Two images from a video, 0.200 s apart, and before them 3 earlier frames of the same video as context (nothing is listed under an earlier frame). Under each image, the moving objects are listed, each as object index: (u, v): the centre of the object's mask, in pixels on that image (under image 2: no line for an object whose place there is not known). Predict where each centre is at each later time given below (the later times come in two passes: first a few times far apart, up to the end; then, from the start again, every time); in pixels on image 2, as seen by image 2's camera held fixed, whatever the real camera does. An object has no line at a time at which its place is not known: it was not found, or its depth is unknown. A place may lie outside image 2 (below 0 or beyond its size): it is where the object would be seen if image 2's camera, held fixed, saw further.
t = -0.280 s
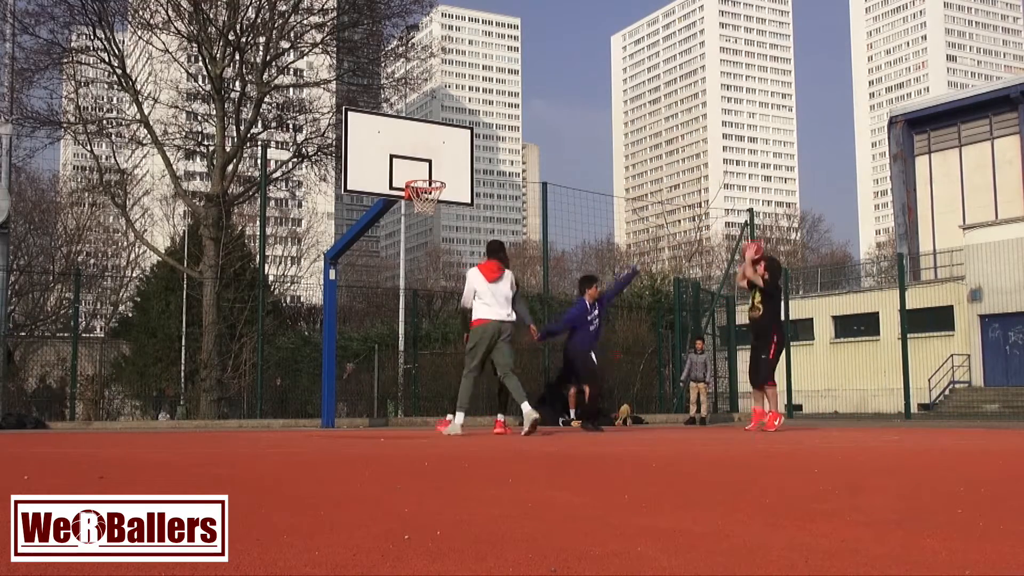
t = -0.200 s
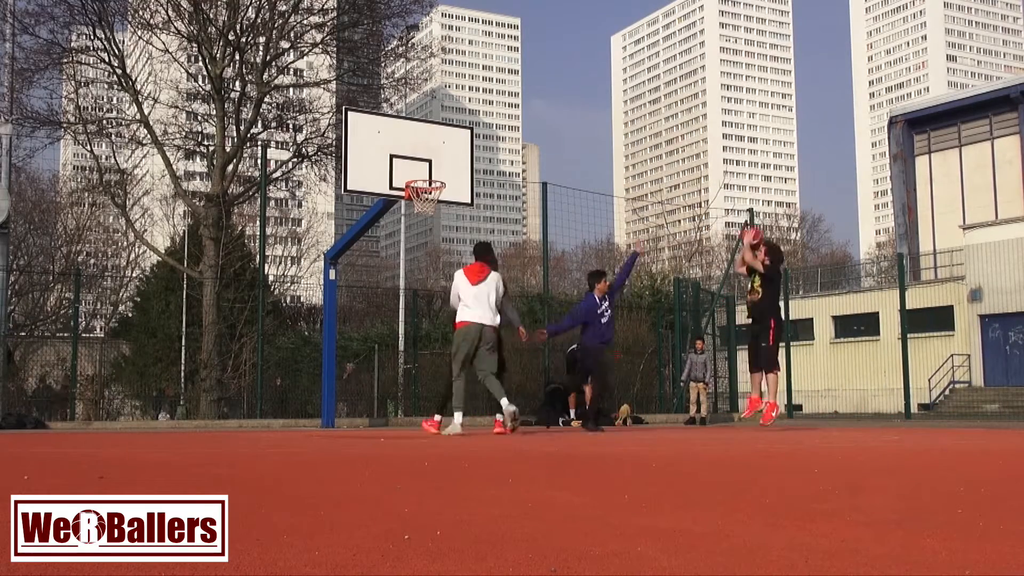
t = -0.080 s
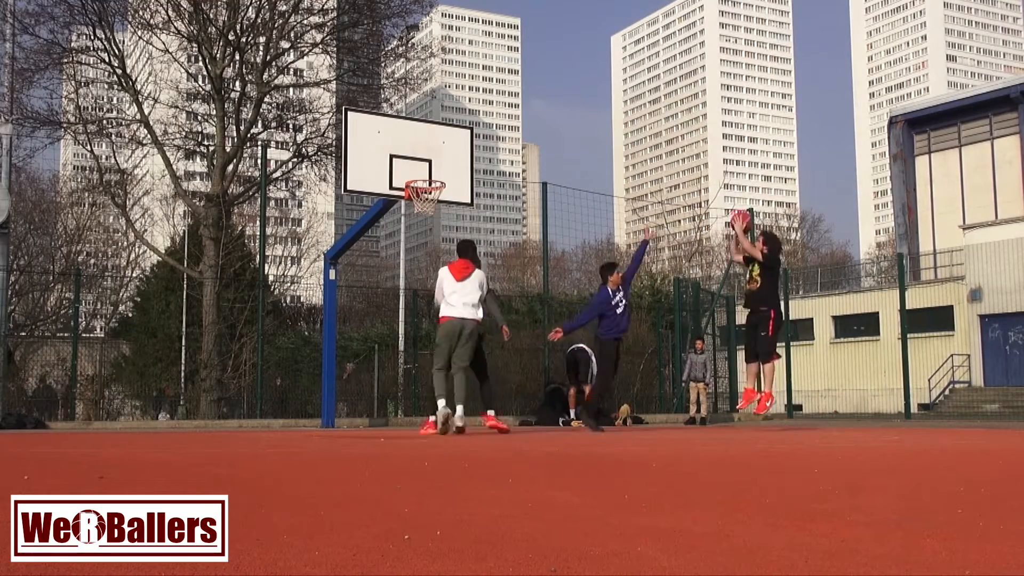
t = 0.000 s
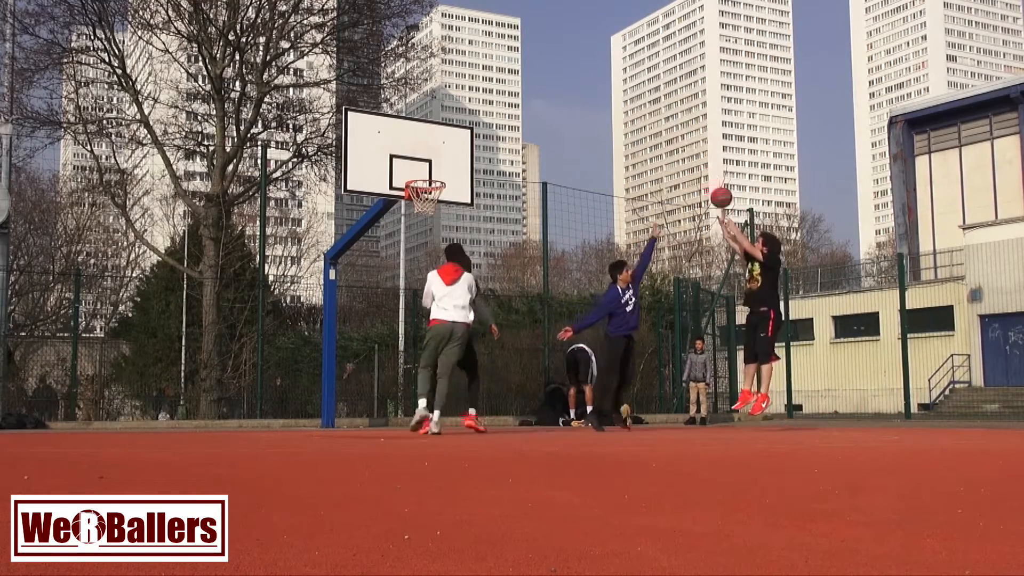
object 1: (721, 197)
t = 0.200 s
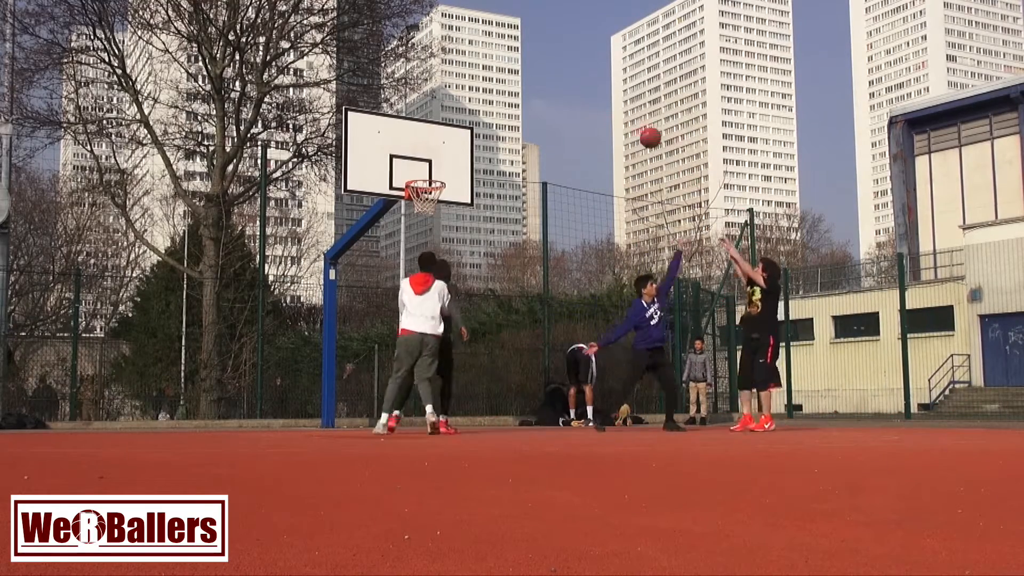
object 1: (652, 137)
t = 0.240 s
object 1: (637, 129)
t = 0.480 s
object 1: (561, 112)
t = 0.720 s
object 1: (486, 141)
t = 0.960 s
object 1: (446, 156)
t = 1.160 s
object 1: (442, 144)
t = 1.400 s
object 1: (438, 171)
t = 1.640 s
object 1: (428, 180)
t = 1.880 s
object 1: (423, 191)
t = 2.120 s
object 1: (418, 192)
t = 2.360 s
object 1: (434, 206)
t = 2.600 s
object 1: (426, 213)
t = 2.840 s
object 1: (427, 214)
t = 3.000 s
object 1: (427, 214)
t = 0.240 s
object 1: (637, 129)
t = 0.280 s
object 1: (626, 123)
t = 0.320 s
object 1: (613, 119)
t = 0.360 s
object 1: (599, 115)
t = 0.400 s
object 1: (587, 113)
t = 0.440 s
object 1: (574, 112)
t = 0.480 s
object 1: (561, 112)
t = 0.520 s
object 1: (548, 114)
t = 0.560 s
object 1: (536, 117)
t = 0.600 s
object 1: (523, 121)
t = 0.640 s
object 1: (511, 127)
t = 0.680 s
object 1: (498, 133)
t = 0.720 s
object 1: (486, 141)
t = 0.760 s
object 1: (475, 150)
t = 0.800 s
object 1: (462, 160)
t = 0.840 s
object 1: (450, 172)
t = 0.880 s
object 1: (448, 169)
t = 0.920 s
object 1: (446, 162)
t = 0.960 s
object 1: (446, 156)
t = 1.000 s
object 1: (445, 151)
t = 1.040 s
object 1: (444, 147)
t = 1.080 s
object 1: (444, 145)
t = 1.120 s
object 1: (443, 144)
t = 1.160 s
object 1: (442, 144)
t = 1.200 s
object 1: (442, 146)
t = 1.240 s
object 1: (441, 149)
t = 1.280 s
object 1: (440, 153)
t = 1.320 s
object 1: (440, 158)
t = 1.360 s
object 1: (439, 164)
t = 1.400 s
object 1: (438, 171)
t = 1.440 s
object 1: (434, 174)
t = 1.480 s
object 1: (429, 176)
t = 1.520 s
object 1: (422, 176)
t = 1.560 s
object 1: (415, 179)
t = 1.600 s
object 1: (424, 182)
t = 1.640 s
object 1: (428, 180)
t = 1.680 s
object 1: (434, 181)
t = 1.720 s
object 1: (437, 182)
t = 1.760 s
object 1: (431, 184)
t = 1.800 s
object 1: (428, 186)
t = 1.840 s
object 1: (426, 189)
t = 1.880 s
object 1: (423, 191)
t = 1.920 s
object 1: (416, 193)
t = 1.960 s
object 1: (416, 191)
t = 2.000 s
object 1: (416, 191)
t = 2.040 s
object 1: (415, 191)
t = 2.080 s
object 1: (416, 191)
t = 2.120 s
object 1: (418, 192)
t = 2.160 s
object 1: (424, 198)
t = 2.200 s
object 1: (427, 200)
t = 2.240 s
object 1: (428, 212)
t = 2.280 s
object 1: (430, 207)
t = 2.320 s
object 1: (433, 207)
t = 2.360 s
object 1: (434, 206)
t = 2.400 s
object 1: (434, 206)
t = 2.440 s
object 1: (432, 206)
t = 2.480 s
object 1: (429, 212)
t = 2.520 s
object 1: (427, 213)
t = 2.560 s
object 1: (426, 214)
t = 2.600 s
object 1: (426, 213)
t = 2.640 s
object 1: (426, 213)
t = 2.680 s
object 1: (426, 213)
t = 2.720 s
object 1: (427, 214)
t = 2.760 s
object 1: (427, 214)
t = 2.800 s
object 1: (427, 214)
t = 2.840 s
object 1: (427, 214)
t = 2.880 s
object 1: (427, 214)
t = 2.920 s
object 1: (427, 214)
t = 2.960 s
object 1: (427, 214)
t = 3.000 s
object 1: (427, 214)
